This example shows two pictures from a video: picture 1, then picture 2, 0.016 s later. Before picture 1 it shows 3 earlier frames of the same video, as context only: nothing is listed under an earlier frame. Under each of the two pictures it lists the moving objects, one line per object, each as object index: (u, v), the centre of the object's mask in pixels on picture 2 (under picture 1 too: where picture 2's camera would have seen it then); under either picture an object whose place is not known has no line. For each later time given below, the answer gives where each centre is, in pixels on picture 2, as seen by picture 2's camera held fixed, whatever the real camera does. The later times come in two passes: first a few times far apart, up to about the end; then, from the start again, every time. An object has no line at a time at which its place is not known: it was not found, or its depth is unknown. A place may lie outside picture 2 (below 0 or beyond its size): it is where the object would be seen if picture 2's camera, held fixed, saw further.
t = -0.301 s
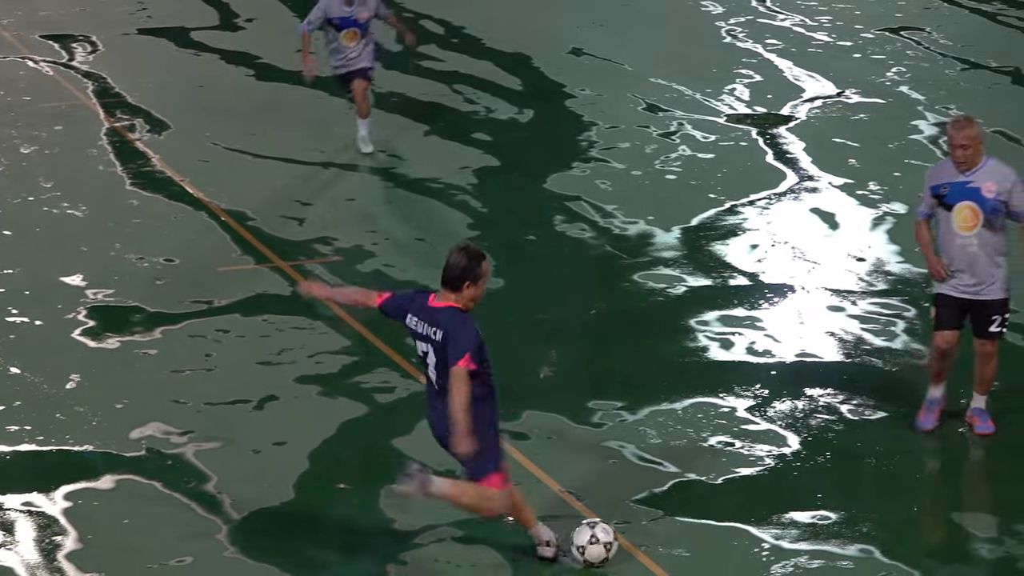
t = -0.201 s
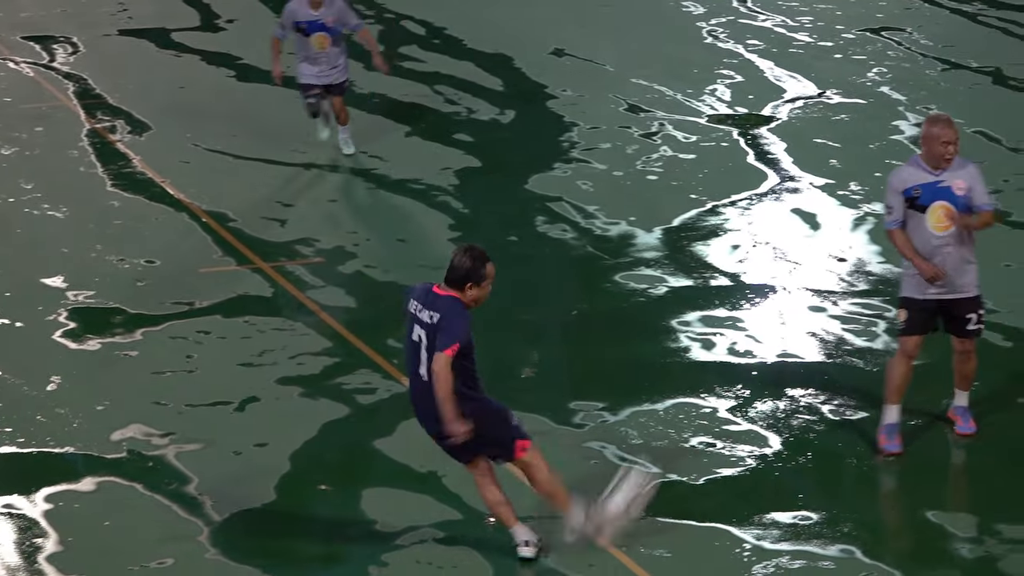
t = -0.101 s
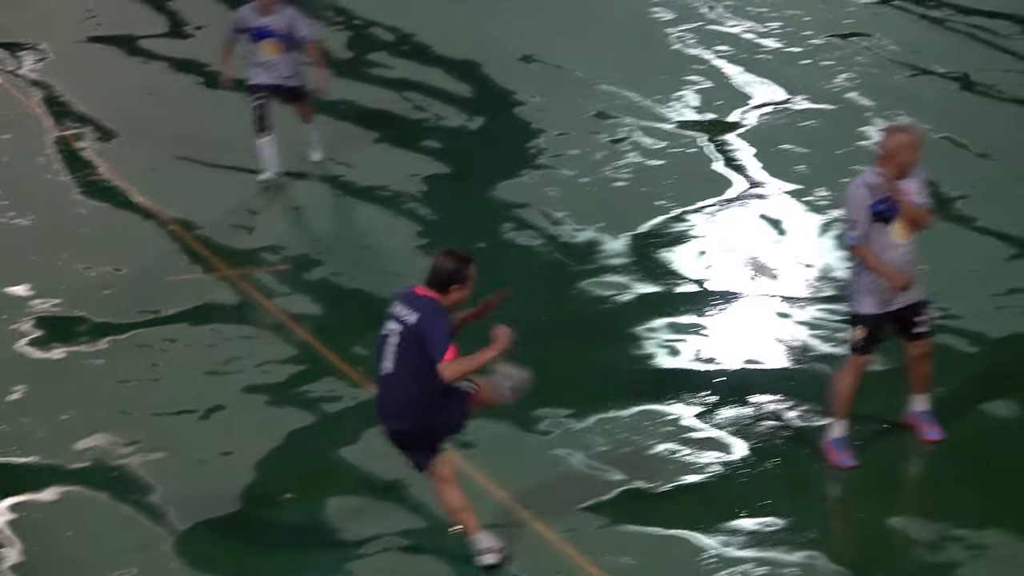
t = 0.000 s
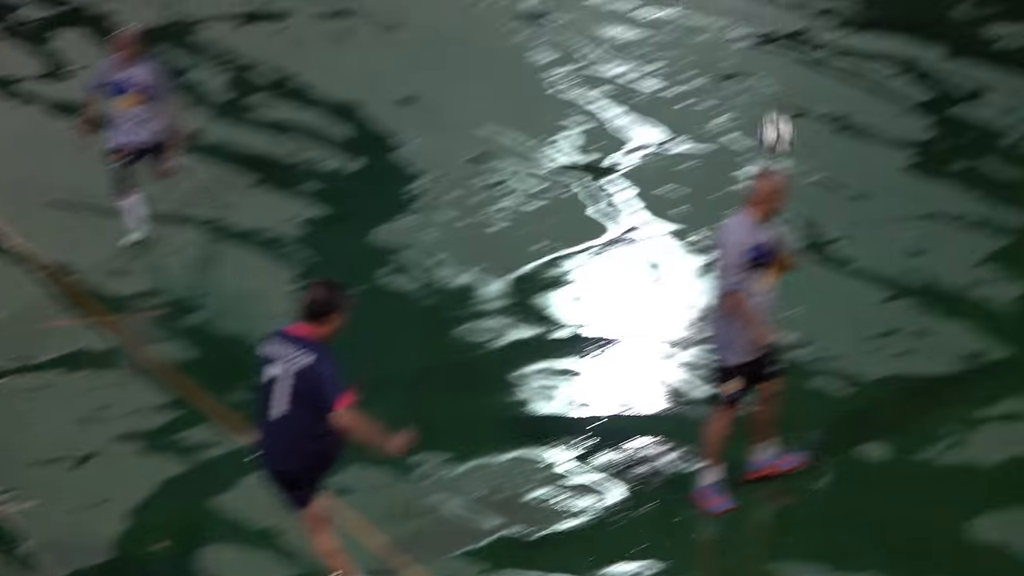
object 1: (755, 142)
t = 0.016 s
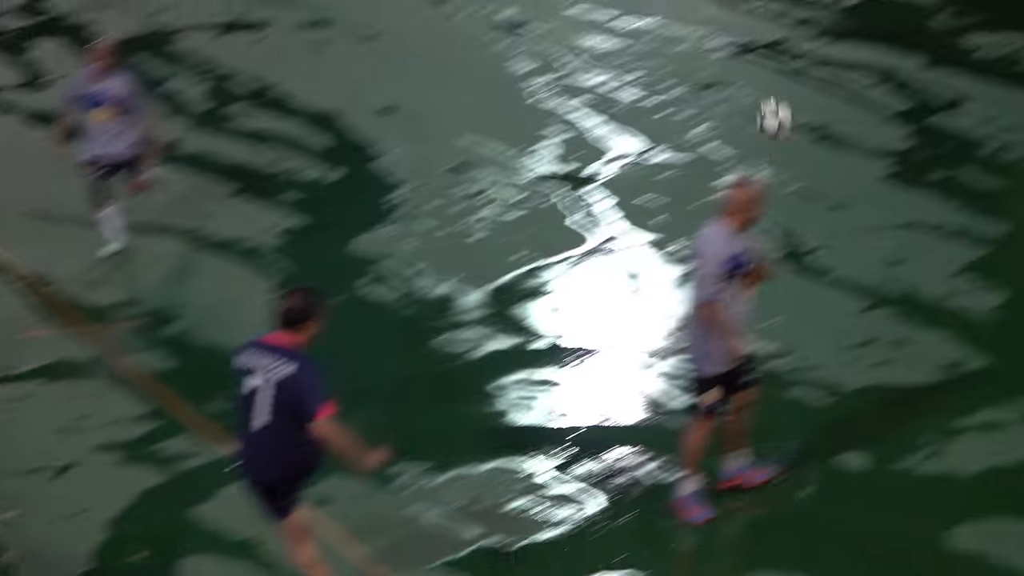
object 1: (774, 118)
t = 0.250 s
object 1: (990, -157)
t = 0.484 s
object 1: (1138, -315)
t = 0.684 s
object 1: (1221, -377)
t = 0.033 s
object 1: (793, 93)
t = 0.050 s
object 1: (810, 69)
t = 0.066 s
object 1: (827, 46)
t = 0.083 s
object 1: (845, 24)
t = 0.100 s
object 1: (861, 2)
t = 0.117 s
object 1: (877, -19)
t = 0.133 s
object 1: (893, -38)
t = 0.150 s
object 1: (908, -57)
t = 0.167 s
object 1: (924, -76)
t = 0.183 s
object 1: (937, -92)
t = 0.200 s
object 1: (952, -110)
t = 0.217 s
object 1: (965, -126)
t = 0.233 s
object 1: (976, -141)
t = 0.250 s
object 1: (990, -157)
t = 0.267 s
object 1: (1001, -171)
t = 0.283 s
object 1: (1014, -186)
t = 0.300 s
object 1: (1025, -199)
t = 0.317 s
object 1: (1037, -211)
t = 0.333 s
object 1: (1048, -225)
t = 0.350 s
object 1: (1059, -237)
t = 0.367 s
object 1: (1070, -248)
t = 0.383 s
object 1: (1080, -259)
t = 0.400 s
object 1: (1091, -269)
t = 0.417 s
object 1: (1101, -280)
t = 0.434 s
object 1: (1110, -289)
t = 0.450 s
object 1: (1120, -298)
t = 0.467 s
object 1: (1129, -307)
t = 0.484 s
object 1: (1138, -315)
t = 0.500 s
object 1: (1147, -322)
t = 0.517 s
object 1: (1155, -330)
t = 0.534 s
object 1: (1162, -336)
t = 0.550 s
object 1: (1169, -343)
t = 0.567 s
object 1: (1177, -349)
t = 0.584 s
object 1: (1184, -354)
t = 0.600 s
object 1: (1191, -359)
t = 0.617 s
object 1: (1197, -363)
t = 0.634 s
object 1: (1203, -367)
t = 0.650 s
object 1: (1209, -371)
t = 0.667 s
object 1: (1215, -374)
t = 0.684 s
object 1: (1221, -377)
